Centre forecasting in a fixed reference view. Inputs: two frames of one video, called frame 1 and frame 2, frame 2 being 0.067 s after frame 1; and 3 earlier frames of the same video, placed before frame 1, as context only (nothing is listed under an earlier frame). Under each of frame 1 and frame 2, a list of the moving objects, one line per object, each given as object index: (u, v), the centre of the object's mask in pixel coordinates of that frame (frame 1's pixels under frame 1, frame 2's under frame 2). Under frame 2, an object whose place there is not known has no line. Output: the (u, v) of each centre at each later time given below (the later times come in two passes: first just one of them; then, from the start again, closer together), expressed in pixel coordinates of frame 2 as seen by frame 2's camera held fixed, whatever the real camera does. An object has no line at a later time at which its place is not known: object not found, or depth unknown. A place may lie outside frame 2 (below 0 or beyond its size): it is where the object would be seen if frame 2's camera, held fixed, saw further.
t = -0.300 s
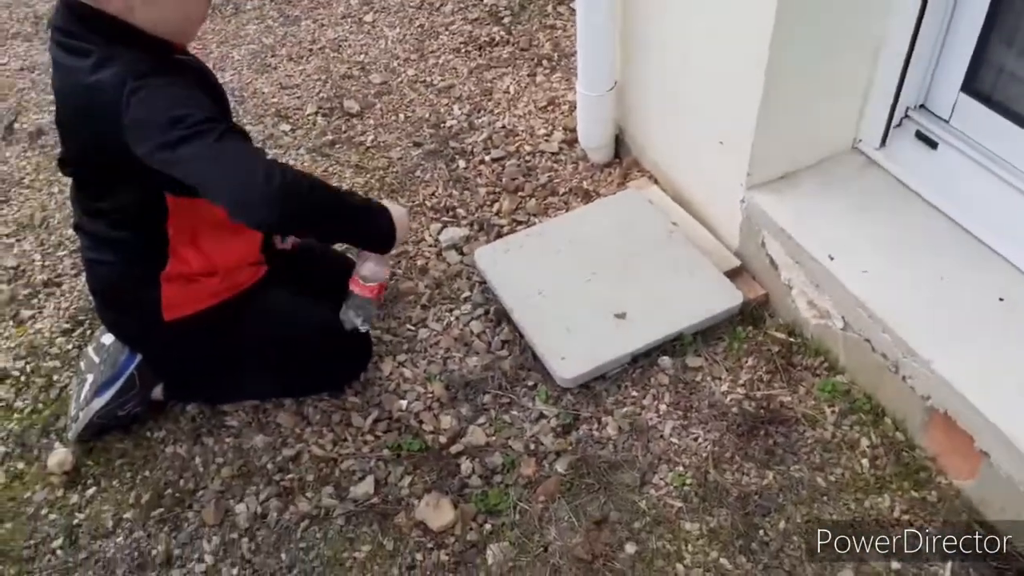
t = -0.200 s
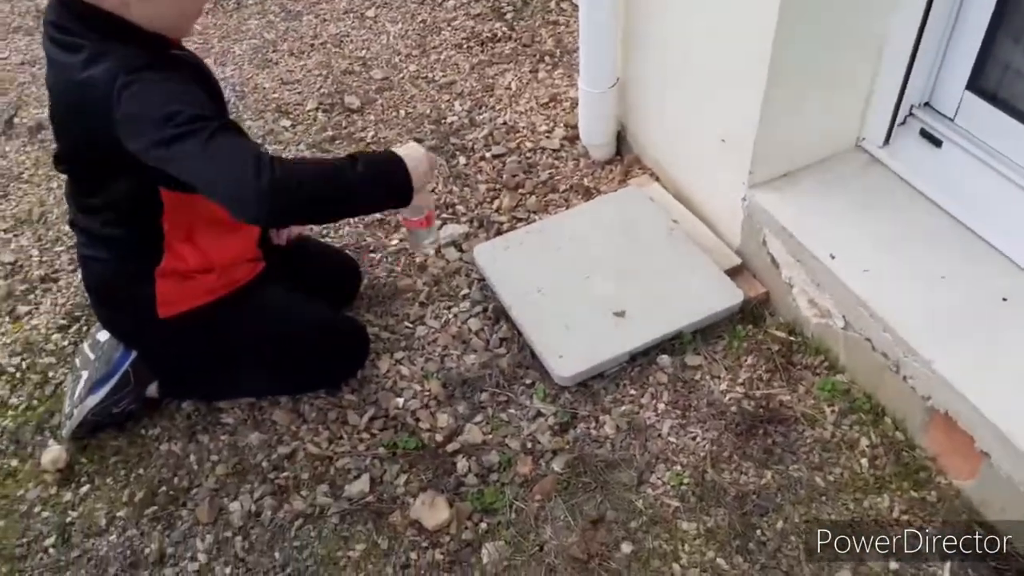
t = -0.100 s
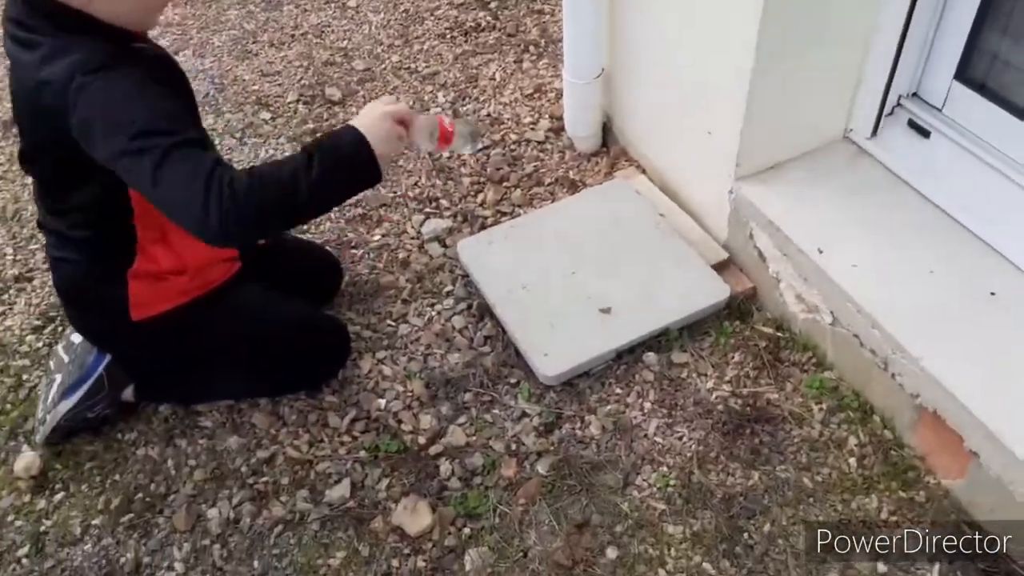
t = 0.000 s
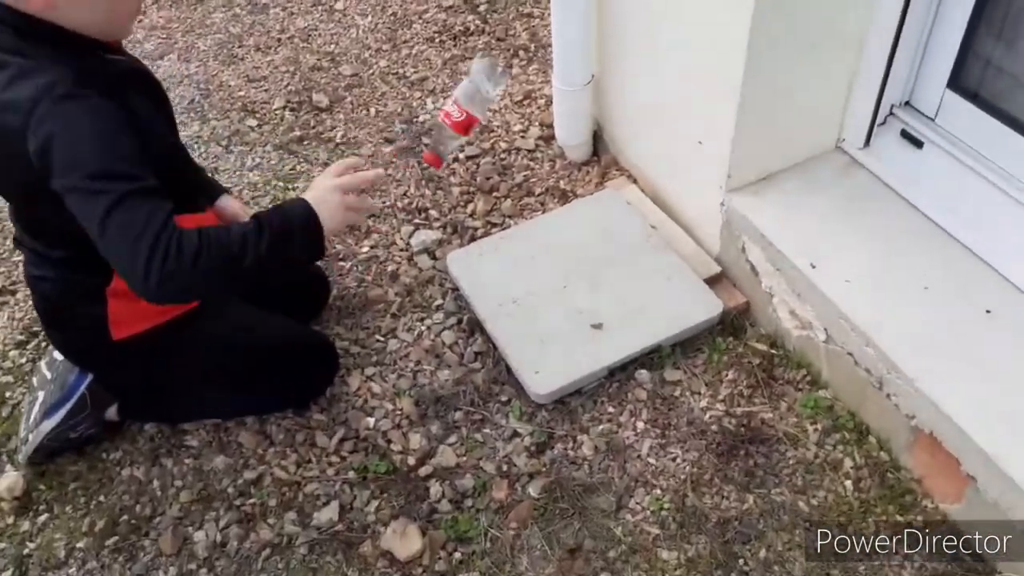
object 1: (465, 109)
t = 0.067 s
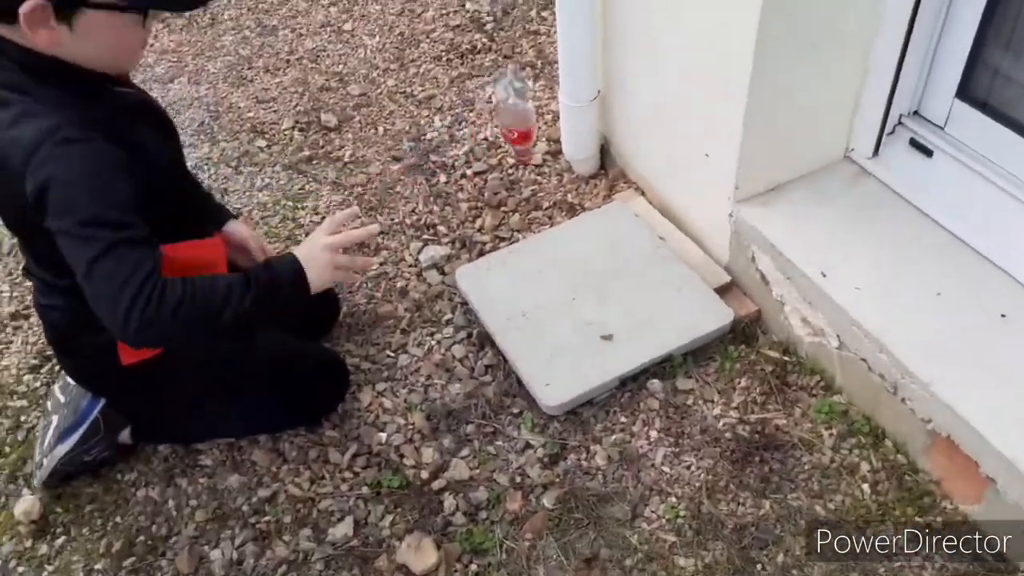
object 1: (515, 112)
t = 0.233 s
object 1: (601, 173)
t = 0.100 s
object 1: (535, 113)
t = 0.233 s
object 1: (601, 173)
